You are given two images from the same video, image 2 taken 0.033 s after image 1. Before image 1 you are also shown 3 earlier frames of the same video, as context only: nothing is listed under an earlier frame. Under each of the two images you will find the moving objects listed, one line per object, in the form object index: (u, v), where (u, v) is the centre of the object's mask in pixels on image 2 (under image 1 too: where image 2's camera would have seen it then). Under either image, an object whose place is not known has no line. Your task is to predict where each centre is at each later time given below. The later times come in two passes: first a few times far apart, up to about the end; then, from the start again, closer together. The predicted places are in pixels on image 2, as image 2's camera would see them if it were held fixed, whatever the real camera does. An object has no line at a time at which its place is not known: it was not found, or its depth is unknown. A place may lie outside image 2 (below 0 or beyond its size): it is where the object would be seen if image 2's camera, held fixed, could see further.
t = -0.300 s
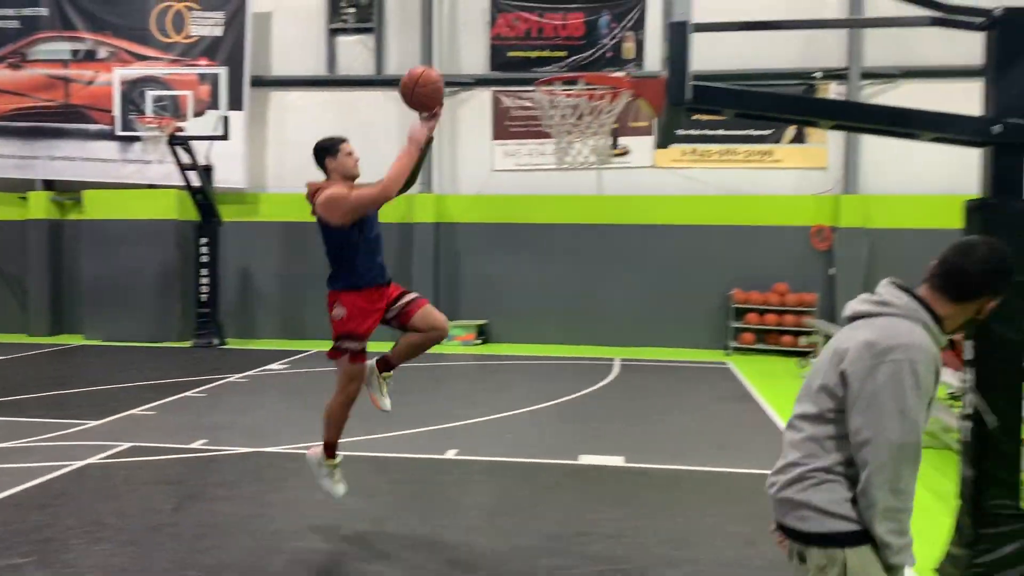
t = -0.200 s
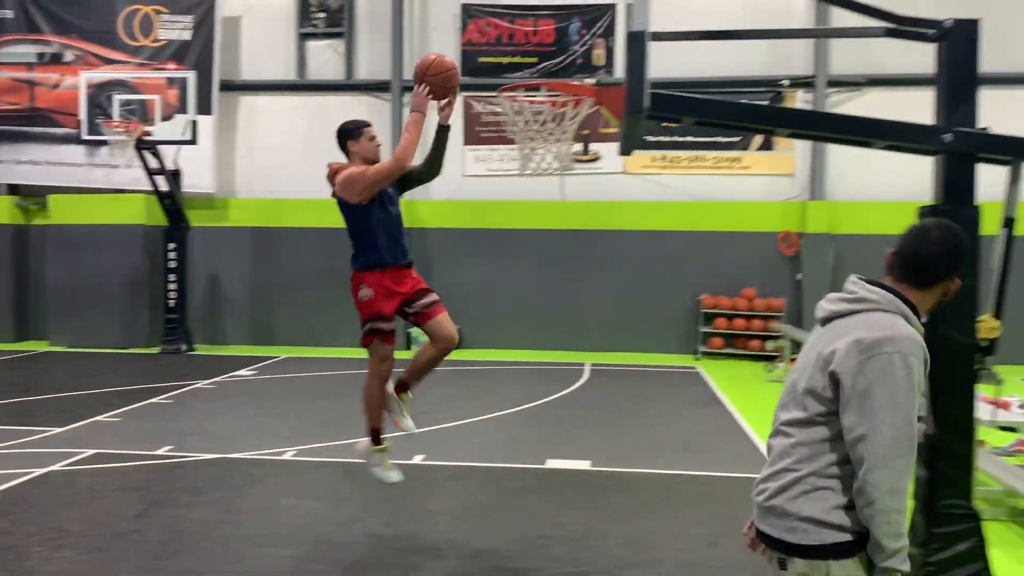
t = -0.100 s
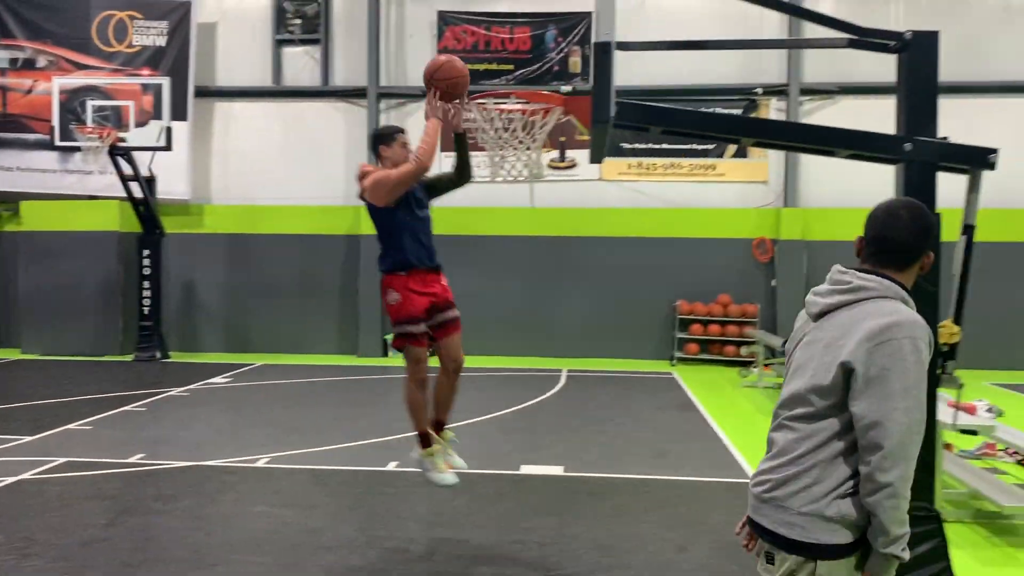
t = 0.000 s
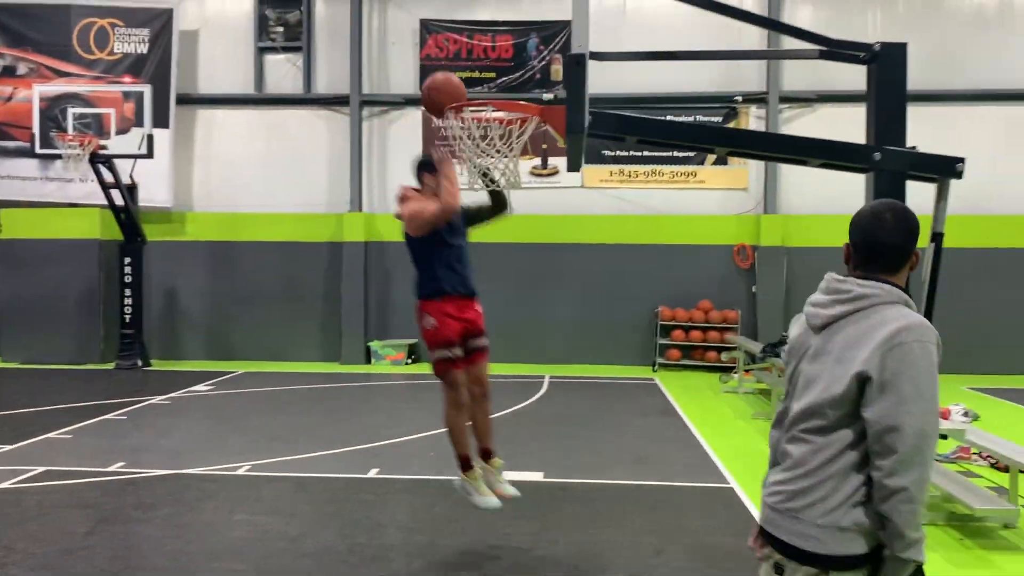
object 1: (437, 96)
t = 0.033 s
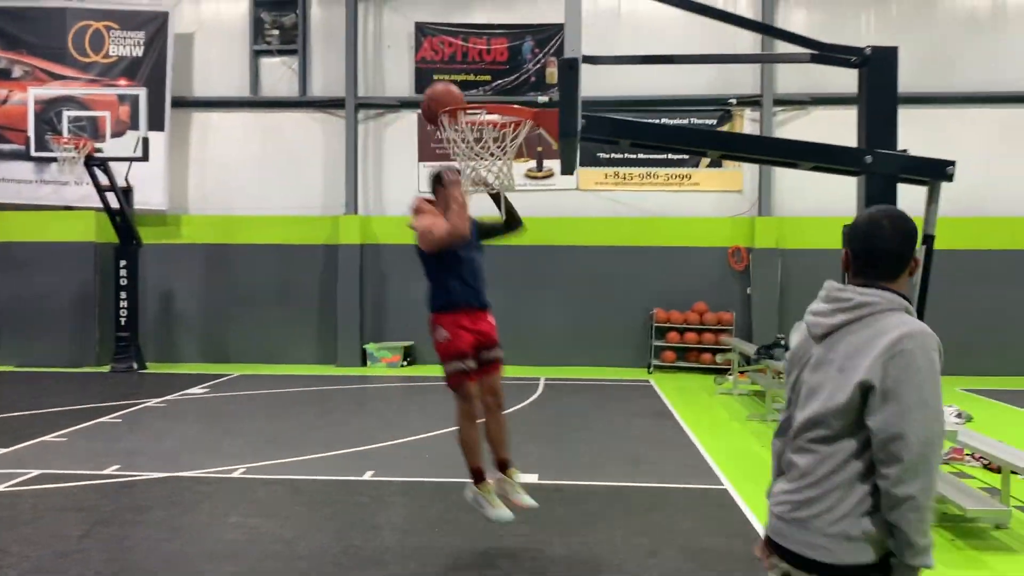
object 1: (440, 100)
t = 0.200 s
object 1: (436, 109)
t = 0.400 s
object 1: (431, 180)
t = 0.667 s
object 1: (426, 351)
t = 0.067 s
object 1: (442, 103)
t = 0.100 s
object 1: (441, 101)
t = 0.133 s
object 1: (440, 102)
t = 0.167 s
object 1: (438, 104)
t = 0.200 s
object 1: (436, 109)
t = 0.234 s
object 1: (434, 115)
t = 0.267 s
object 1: (425, 133)
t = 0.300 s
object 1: (426, 143)
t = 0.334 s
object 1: (428, 153)
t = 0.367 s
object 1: (430, 166)
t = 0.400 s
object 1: (431, 180)
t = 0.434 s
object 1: (430, 197)
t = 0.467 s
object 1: (432, 214)
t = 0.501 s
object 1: (430, 235)
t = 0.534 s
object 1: (429, 256)
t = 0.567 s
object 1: (429, 278)
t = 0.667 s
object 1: (426, 351)
